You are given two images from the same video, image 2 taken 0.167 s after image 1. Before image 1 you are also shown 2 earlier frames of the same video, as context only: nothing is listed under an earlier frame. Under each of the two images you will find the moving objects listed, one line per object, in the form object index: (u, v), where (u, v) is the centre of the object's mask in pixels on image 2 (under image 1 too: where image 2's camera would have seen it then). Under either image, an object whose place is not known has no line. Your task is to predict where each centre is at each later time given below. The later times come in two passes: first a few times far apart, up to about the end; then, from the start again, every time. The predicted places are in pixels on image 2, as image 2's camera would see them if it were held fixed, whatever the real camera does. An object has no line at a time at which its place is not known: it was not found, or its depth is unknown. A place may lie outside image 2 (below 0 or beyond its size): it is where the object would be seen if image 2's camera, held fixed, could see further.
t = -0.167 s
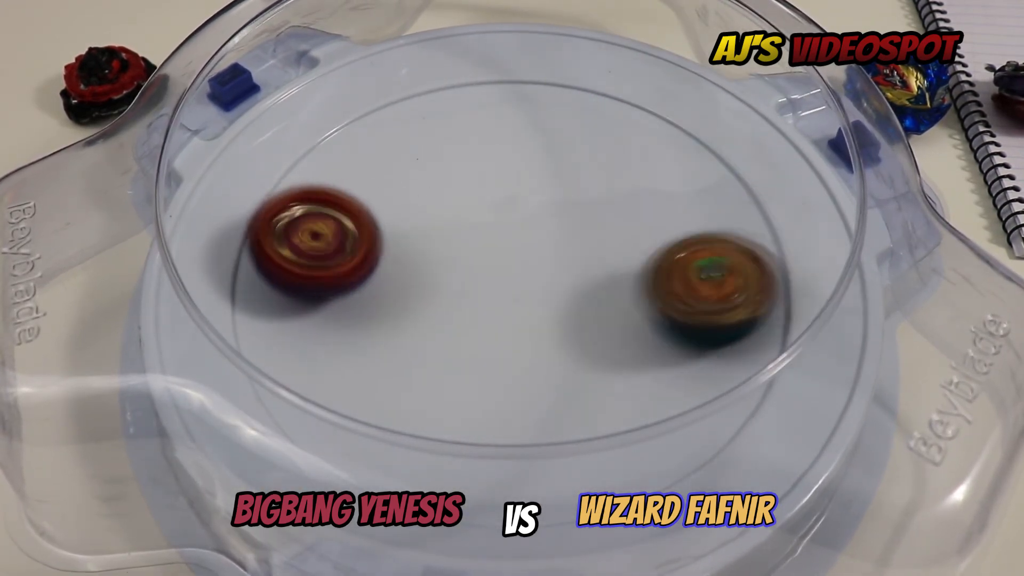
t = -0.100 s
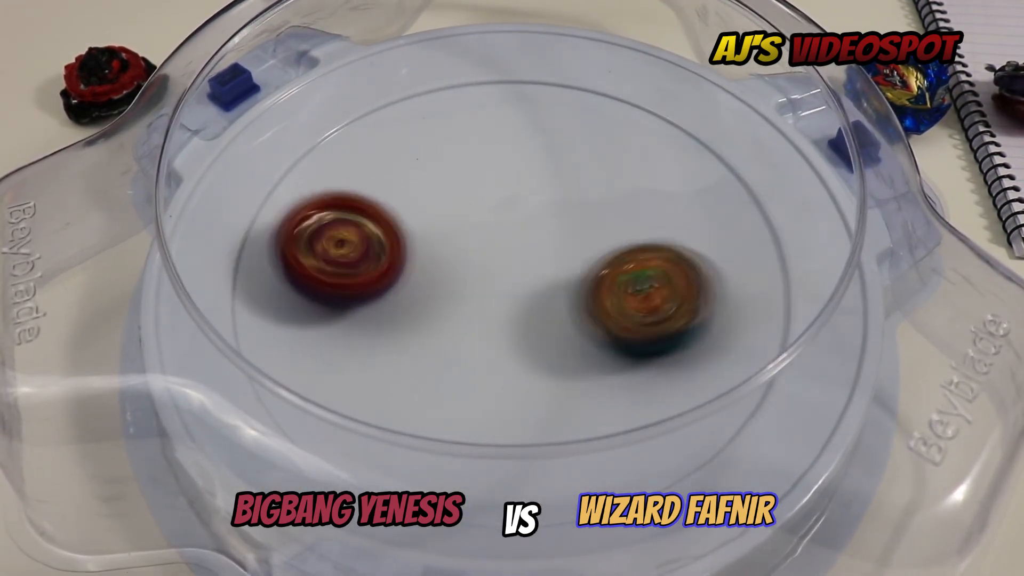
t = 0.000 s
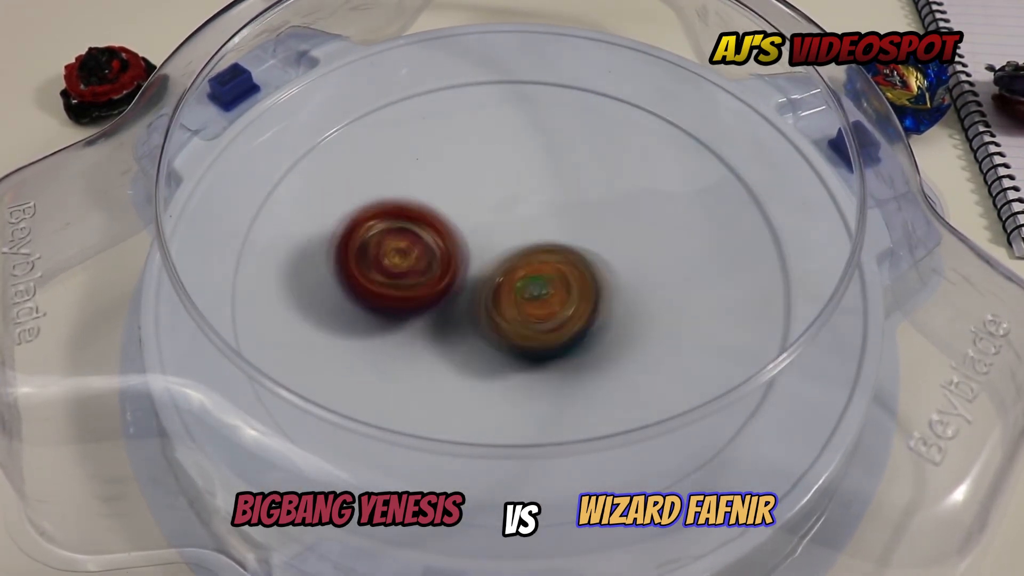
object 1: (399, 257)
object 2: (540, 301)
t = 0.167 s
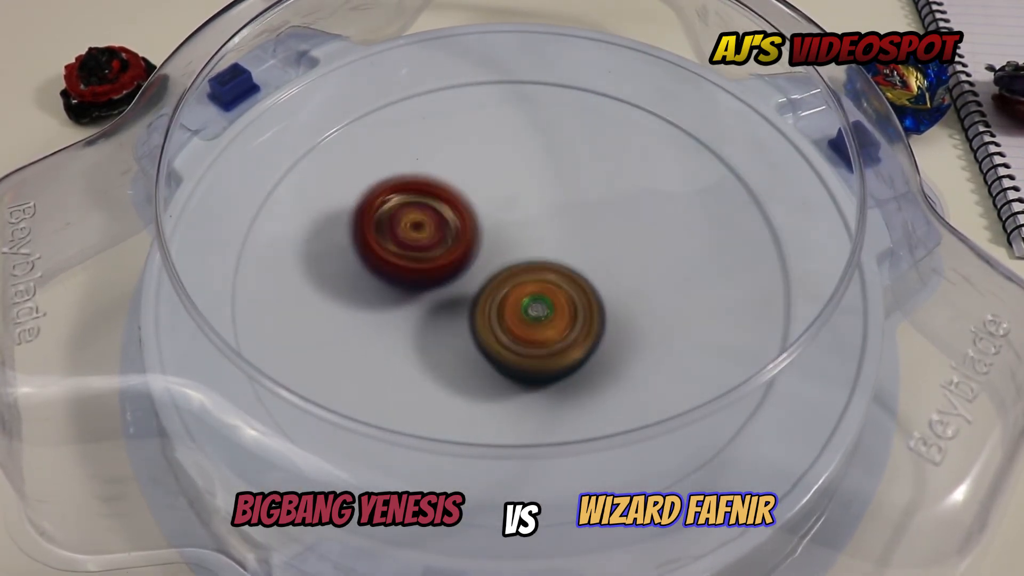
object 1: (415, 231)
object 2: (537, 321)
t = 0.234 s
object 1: (434, 231)
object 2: (536, 319)
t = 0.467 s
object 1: (494, 222)
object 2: (565, 323)
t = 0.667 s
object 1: (507, 191)
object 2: (592, 363)
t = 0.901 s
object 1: (520, 185)
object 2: (556, 352)
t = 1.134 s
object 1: (507, 169)
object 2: (530, 357)
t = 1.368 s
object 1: (518, 159)
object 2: (491, 343)
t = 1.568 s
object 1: (525, 157)
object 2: (474, 362)
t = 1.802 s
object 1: (537, 197)
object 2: (503, 312)
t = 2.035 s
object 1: (544, 209)
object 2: (516, 322)
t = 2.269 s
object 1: (533, 218)
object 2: (515, 341)
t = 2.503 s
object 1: (515, 205)
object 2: (541, 337)
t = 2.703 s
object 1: (507, 180)
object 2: (557, 333)
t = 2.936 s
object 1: (513, 176)
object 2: (544, 335)
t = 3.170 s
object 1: (526, 194)
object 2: (507, 328)
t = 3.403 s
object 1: (525, 214)
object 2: (494, 333)
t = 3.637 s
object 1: (526, 210)
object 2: (505, 321)
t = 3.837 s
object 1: (532, 202)
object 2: (511, 317)
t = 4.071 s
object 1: (533, 203)
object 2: (517, 326)
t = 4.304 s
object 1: (531, 186)
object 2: (521, 350)
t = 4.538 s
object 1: (523, 199)
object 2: (521, 320)
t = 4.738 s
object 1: (526, 199)
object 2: (519, 326)
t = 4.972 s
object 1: (519, 198)
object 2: (524, 314)
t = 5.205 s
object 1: (519, 186)
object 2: (526, 345)
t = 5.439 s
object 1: (509, 205)
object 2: (532, 328)
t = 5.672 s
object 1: (514, 207)
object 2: (535, 318)
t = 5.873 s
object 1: (503, 211)
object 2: (527, 326)
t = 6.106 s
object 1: (480, 176)
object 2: (528, 354)
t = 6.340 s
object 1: (466, 194)
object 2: (522, 347)
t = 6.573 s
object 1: (483, 196)
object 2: (543, 354)
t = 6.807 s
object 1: (503, 213)
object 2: (556, 342)
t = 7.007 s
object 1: (516, 223)
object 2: (576, 304)
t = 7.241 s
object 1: (492, 234)
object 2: (598, 283)
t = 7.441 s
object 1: (477, 245)
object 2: (588, 278)
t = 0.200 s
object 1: (424, 230)
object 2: (537, 321)
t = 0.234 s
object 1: (434, 231)
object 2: (536, 319)
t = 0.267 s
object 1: (446, 231)
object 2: (537, 317)
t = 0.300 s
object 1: (453, 227)
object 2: (543, 320)
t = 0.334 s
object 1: (461, 222)
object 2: (550, 323)
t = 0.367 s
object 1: (469, 220)
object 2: (556, 324)
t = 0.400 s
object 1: (476, 220)
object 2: (561, 325)
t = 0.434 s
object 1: (486, 221)
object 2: (563, 324)
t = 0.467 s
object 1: (494, 222)
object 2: (565, 323)
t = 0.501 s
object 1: (499, 215)
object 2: (572, 329)
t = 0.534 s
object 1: (499, 203)
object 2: (581, 343)
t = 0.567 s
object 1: (500, 195)
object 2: (588, 355)
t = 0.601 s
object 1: (502, 191)
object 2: (592, 361)
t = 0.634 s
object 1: (504, 189)
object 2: (593, 363)
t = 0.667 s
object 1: (507, 191)
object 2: (592, 363)
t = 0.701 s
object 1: (510, 193)
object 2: (588, 359)
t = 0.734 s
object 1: (514, 198)
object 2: (581, 353)
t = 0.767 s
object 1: (518, 204)
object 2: (574, 346)
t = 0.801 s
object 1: (521, 210)
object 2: (565, 335)
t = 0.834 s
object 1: (524, 216)
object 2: (557, 327)
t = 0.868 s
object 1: (524, 203)
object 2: (556, 337)
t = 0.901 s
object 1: (520, 185)
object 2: (556, 352)
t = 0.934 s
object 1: (516, 173)
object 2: (555, 366)
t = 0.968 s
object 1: (513, 165)
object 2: (552, 372)
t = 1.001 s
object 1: (510, 162)
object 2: (548, 376)
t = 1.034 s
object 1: (508, 161)
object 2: (545, 375)
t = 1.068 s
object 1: (508, 163)
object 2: (540, 372)
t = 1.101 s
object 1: (508, 166)
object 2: (535, 367)
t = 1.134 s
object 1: (507, 169)
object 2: (530, 357)
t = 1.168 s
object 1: (507, 174)
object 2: (524, 347)
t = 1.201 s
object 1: (508, 178)
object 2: (520, 334)
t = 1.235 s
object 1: (508, 185)
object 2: (515, 322)
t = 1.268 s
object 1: (508, 192)
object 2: (511, 309)
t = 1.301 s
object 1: (511, 189)
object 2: (507, 309)
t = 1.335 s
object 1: (513, 171)
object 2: (498, 327)
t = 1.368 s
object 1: (518, 159)
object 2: (491, 343)
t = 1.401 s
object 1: (521, 150)
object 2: (484, 356)
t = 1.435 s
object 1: (522, 146)
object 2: (479, 364)
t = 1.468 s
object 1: (523, 145)
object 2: (476, 368)
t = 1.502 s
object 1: (524, 147)
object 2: (473, 369)
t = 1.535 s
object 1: (524, 151)
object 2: (473, 367)
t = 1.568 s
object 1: (525, 157)
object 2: (474, 362)
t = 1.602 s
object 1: (524, 163)
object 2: (477, 355)
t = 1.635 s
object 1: (525, 171)
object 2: (481, 345)
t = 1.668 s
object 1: (525, 179)
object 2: (486, 335)
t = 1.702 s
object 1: (527, 190)
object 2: (492, 323)
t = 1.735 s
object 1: (528, 199)
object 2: (498, 311)
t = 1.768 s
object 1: (534, 201)
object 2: (501, 310)
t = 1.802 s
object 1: (537, 197)
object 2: (503, 312)
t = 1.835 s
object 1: (541, 197)
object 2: (508, 313)
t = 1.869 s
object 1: (542, 199)
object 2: (512, 312)
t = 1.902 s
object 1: (544, 200)
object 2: (515, 314)
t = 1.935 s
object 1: (545, 200)
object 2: (516, 317)
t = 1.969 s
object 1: (546, 204)
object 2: (517, 318)
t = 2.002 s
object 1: (544, 207)
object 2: (517, 318)
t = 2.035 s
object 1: (544, 209)
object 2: (516, 322)
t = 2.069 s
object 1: (545, 207)
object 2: (514, 329)
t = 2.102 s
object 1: (543, 206)
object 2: (511, 338)
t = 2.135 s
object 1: (542, 207)
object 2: (511, 343)
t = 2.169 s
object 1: (539, 209)
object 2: (510, 347)
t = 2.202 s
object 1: (538, 212)
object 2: (511, 347)
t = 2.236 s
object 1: (535, 214)
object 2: (512, 345)
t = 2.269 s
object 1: (533, 218)
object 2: (515, 341)
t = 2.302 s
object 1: (530, 220)
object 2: (517, 336)
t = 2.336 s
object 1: (528, 220)
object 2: (521, 334)
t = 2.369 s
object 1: (525, 213)
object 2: (525, 339)
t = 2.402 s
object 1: (522, 208)
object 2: (531, 342)
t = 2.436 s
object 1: (520, 206)
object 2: (534, 342)
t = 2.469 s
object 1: (517, 205)
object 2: (538, 341)
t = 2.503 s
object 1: (515, 205)
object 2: (541, 337)
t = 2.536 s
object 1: (513, 205)
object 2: (543, 332)
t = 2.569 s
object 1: (512, 206)
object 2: (545, 325)
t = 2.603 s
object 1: (512, 207)
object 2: (546, 318)
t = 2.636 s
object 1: (512, 207)
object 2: (547, 313)
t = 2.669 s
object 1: (510, 193)
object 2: (552, 321)
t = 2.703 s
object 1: (507, 180)
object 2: (557, 333)
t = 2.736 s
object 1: (506, 173)
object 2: (559, 338)
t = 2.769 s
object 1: (506, 168)
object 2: (560, 344)
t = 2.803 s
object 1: (508, 167)
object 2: (558, 345)
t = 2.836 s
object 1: (509, 167)
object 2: (556, 345)
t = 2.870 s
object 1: (510, 169)
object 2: (552, 343)
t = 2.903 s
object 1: (511, 171)
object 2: (549, 339)
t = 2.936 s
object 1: (513, 176)
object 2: (544, 335)
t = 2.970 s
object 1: (514, 180)
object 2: (539, 328)
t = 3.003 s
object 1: (517, 186)
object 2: (533, 321)
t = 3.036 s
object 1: (518, 192)
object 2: (531, 315)
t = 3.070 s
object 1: (520, 198)
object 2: (526, 309)
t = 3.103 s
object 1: (523, 195)
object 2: (520, 316)
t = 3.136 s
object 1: (525, 193)
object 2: (513, 322)
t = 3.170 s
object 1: (526, 194)
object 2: (507, 328)
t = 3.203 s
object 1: (526, 198)
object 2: (502, 331)
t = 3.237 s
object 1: (525, 203)
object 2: (498, 331)
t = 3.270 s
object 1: (524, 208)
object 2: (497, 331)
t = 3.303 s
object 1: (522, 213)
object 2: (495, 328)
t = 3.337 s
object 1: (521, 218)
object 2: (495, 327)
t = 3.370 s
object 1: (522, 218)
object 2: (495, 326)
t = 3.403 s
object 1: (525, 214)
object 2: (494, 333)
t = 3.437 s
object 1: (528, 211)
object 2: (493, 339)
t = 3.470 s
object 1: (529, 209)
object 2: (492, 341)
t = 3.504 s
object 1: (529, 209)
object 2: (494, 342)
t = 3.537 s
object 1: (528, 209)
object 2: (496, 340)
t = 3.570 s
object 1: (527, 209)
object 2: (499, 335)
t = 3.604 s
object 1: (526, 210)
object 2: (501, 329)
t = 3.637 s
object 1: (526, 210)
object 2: (505, 321)
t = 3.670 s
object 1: (529, 205)
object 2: (506, 322)
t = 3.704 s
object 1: (531, 202)
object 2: (506, 322)
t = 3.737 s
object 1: (532, 202)
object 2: (508, 319)
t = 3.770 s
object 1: (532, 203)
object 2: (509, 317)
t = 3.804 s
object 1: (532, 203)
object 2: (511, 316)
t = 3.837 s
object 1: (532, 202)
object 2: (511, 317)
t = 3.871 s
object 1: (532, 204)
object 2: (512, 316)
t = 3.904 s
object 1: (532, 204)
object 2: (514, 316)
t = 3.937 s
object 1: (536, 200)
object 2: (513, 321)
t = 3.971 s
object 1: (536, 198)
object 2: (514, 325)
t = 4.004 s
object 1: (537, 199)
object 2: (514, 327)
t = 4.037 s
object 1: (535, 202)
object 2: (515, 327)
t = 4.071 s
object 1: (533, 203)
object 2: (517, 326)
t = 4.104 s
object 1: (532, 206)
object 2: (518, 323)
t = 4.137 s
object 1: (530, 209)
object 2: (520, 318)
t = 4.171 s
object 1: (532, 202)
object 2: (520, 325)
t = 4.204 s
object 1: (532, 192)
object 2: (519, 336)
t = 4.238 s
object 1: (532, 187)
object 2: (521, 344)
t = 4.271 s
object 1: (533, 187)
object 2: (521, 349)
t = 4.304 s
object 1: (531, 186)
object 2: (521, 350)
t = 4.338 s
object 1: (530, 188)
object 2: (523, 350)
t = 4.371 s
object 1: (529, 192)
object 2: (524, 347)
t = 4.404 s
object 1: (527, 194)
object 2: (524, 341)
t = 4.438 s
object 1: (526, 198)
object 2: (524, 335)
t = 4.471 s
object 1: (523, 202)
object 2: (524, 327)
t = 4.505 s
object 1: (523, 205)
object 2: (523, 317)
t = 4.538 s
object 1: (523, 199)
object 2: (521, 320)
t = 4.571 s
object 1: (525, 191)
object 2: (518, 326)
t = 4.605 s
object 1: (526, 187)
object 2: (518, 329)
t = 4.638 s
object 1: (529, 189)
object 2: (517, 330)
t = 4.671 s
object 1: (527, 191)
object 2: (517, 330)
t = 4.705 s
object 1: (527, 194)
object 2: (518, 329)
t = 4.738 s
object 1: (526, 199)
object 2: (519, 326)
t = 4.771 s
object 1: (523, 201)
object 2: (520, 321)
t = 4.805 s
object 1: (521, 203)
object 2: (522, 318)
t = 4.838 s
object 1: (522, 200)
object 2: (522, 317)
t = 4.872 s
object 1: (522, 199)
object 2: (523, 315)
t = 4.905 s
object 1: (522, 200)
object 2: (524, 314)
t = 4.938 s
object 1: (520, 200)
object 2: (524, 312)
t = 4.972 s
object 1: (519, 198)
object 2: (524, 314)
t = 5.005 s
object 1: (519, 198)
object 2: (523, 316)
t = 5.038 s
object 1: (519, 199)
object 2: (521, 315)
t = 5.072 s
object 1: (518, 200)
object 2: (521, 313)
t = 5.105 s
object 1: (518, 195)
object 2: (521, 322)
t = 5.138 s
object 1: (519, 189)
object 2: (523, 333)
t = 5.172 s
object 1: (518, 186)
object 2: (525, 340)
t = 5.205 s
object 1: (519, 186)
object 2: (526, 345)
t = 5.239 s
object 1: (520, 190)
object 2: (526, 345)
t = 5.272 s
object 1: (517, 192)
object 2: (528, 345)
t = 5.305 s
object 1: (516, 198)
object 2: (530, 344)
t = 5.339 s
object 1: (515, 202)
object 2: (531, 338)
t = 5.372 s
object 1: (512, 207)
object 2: (531, 329)
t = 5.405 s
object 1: (511, 212)
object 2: (530, 323)
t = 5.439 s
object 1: (509, 205)
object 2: (532, 328)
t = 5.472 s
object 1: (511, 199)
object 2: (535, 330)
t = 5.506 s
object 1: (513, 196)
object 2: (538, 332)
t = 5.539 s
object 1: (515, 196)
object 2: (540, 331)
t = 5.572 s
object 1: (518, 198)
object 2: (539, 328)
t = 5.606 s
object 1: (518, 201)
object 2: (538, 324)
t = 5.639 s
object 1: (517, 205)
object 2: (537, 319)
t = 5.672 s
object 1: (514, 207)
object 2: (535, 318)
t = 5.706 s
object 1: (510, 204)
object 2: (535, 323)
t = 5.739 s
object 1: (508, 202)
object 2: (534, 328)
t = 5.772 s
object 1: (507, 203)
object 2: (531, 329)
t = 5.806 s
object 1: (506, 205)
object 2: (529, 328)
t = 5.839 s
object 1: (504, 207)
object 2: (528, 328)
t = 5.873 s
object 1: (503, 211)
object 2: (527, 326)
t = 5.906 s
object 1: (503, 212)
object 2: (526, 322)
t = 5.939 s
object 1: (501, 215)
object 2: (523, 317)
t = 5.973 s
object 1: (502, 215)
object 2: (521, 312)
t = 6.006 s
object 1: (500, 205)
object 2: (524, 322)
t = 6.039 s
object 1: (493, 192)
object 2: (526, 336)
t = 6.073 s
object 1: (487, 182)
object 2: (526, 347)
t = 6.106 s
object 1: (480, 176)
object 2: (528, 354)
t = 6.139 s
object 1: (474, 173)
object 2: (530, 361)
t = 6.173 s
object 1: (467, 173)
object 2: (529, 363)
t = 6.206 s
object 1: (463, 174)
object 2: (529, 363)
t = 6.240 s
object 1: (460, 178)
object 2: (527, 361)
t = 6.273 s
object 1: (459, 182)
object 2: (526, 358)
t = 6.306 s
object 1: (462, 188)
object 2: (524, 353)
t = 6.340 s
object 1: (466, 194)
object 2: (522, 347)
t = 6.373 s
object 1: (469, 204)
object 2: (521, 341)
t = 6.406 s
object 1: (469, 214)
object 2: (518, 333)
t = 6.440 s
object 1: (472, 220)
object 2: (518, 326)
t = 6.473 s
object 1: (476, 221)
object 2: (521, 324)
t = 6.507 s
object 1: (477, 211)
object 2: (530, 336)
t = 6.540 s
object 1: (479, 203)
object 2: (537, 347)
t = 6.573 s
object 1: (483, 196)
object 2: (543, 354)
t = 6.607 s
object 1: (488, 192)
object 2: (547, 357)
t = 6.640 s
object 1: (493, 192)
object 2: (551, 359)
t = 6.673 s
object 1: (495, 195)
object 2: (554, 359)
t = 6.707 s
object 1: (496, 200)
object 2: (556, 357)
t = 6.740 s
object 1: (498, 204)
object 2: (556, 354)
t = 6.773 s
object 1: (500, 209)
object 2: (556, 348)
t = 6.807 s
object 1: (503, 213)
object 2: (556, 342)
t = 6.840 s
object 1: (508, 219)
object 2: (556, 333)
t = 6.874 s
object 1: (512, 223)
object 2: (558, 324)
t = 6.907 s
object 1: (514, 222)
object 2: (564, 320)
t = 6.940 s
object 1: (514, 221)
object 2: (570, 316)
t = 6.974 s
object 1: (515, 222)
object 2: (573, 310)
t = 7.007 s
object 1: (516, 223)
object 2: (576, 304)
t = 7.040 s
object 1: (514, 224)
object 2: (581, 299)
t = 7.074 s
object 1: (511, 225)
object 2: (586, 297)
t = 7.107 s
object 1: (506, 226)
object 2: (590, 295)
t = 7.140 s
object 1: (502, 227)
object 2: (594, 291)
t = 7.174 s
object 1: (499, 230)
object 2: (596, 287)
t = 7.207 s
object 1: (496, 232)
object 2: (597, 285)
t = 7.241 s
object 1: (492, 234)
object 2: (598, 283)
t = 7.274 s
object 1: (489, 236)
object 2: (598, 282)
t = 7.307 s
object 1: (486, 237)
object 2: (598, 281)
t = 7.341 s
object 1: (483, 239)
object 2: (596, 281)
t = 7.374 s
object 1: (481, 241)
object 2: (593, 281)
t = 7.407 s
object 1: (478, 243)
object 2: (591, 280)
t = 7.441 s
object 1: (477, 245)
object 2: (588, 278)
